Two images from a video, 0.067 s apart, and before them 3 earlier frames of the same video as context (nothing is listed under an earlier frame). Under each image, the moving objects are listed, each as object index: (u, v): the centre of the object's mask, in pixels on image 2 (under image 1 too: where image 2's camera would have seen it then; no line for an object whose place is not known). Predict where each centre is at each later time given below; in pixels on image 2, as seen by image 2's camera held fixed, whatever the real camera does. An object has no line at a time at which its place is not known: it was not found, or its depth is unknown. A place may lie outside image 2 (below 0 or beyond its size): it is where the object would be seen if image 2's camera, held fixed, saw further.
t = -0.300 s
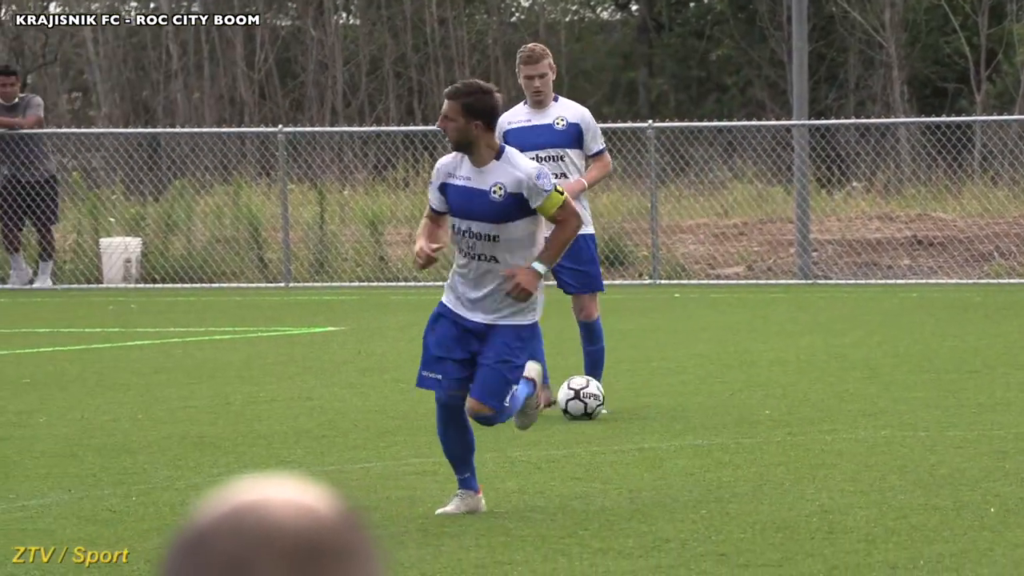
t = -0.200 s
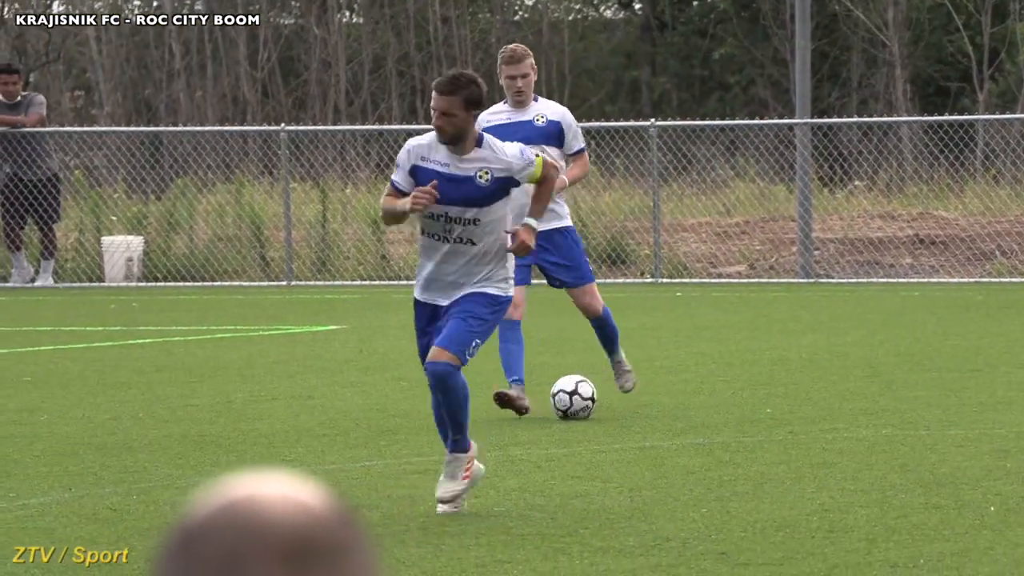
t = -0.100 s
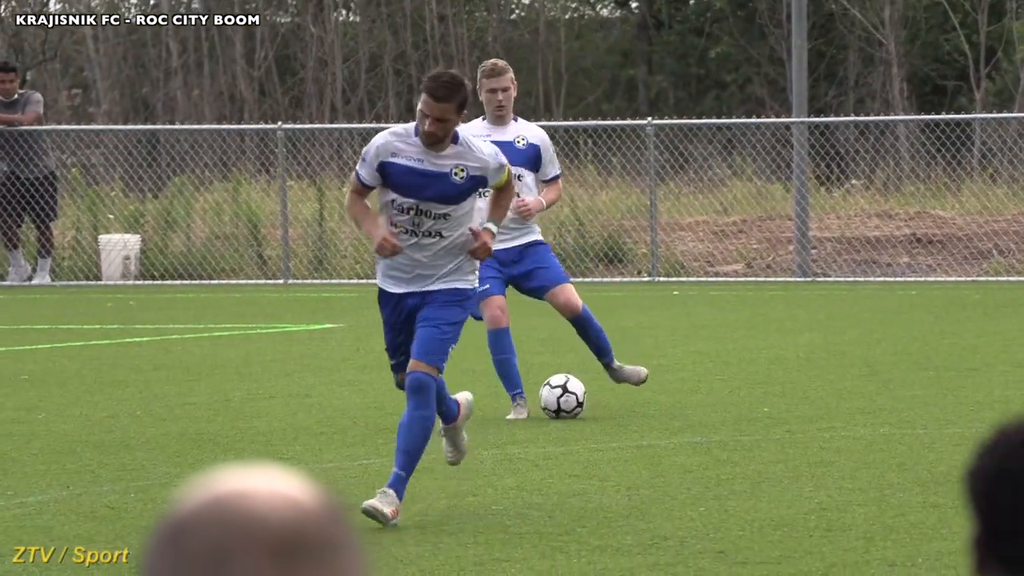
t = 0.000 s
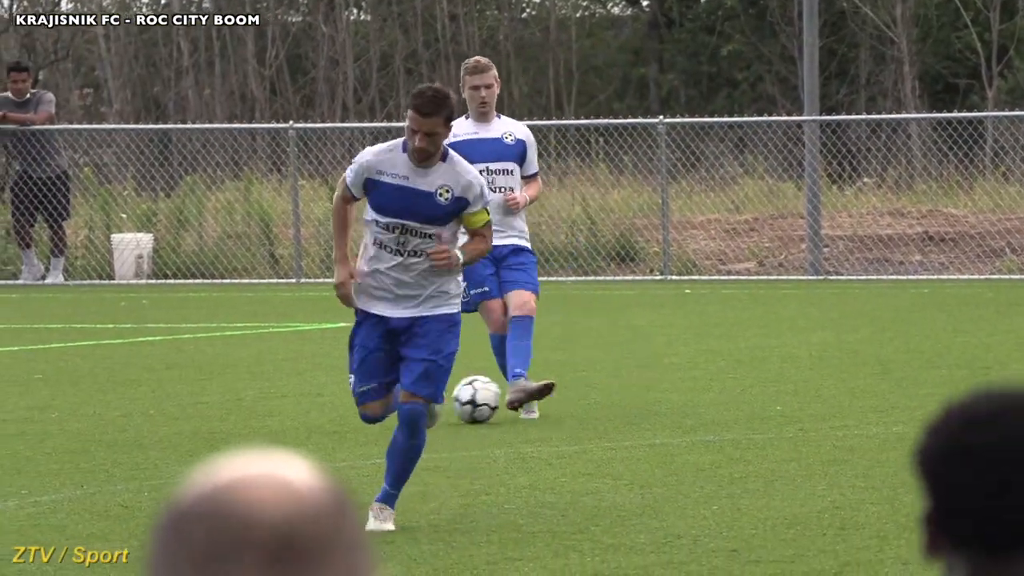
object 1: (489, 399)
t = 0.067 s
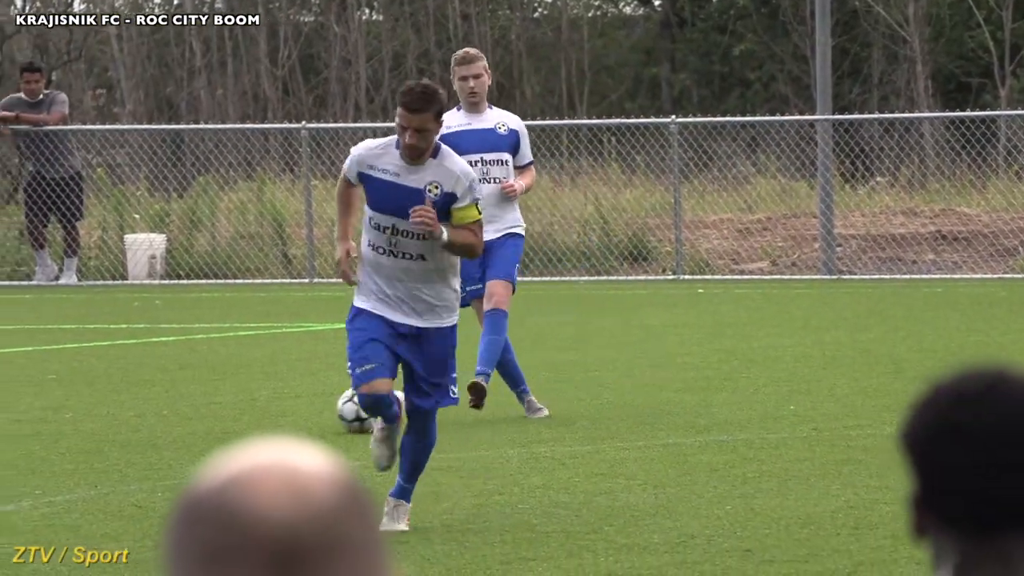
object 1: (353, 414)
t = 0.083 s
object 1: (330, 412)
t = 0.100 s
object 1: (298, 413)
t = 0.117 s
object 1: (266, 414)
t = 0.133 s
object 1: (234, 417)
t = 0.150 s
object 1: (204, 421)
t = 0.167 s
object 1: (173, 423)
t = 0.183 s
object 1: (141, 425)
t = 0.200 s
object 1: (110, 428)
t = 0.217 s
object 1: (79, 431)
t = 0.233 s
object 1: (47, 434)
